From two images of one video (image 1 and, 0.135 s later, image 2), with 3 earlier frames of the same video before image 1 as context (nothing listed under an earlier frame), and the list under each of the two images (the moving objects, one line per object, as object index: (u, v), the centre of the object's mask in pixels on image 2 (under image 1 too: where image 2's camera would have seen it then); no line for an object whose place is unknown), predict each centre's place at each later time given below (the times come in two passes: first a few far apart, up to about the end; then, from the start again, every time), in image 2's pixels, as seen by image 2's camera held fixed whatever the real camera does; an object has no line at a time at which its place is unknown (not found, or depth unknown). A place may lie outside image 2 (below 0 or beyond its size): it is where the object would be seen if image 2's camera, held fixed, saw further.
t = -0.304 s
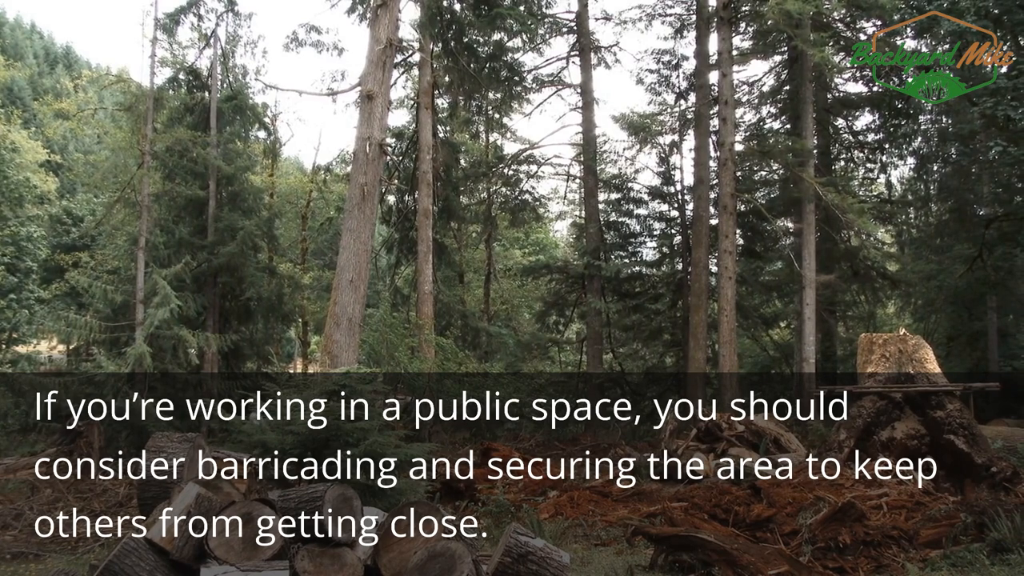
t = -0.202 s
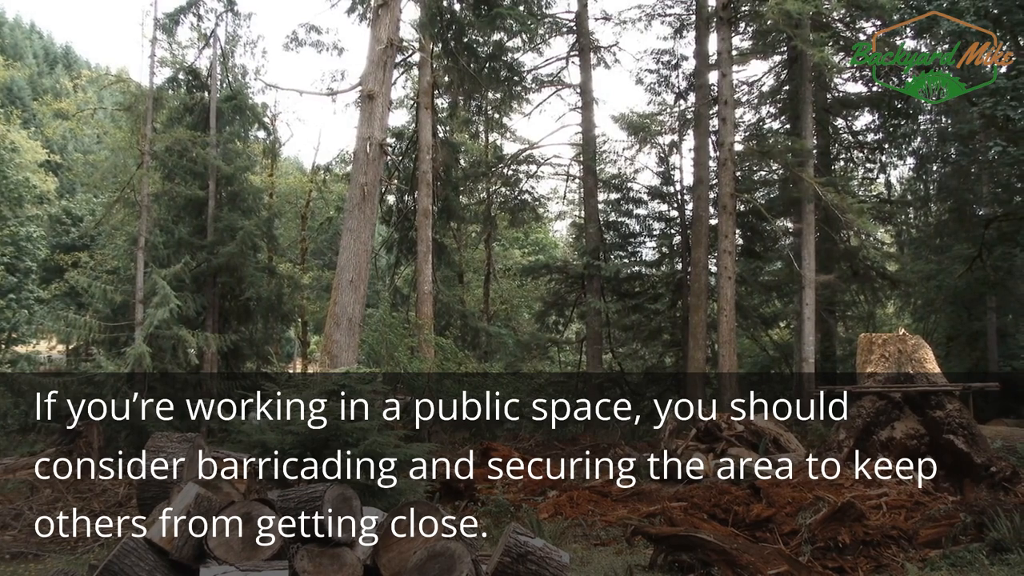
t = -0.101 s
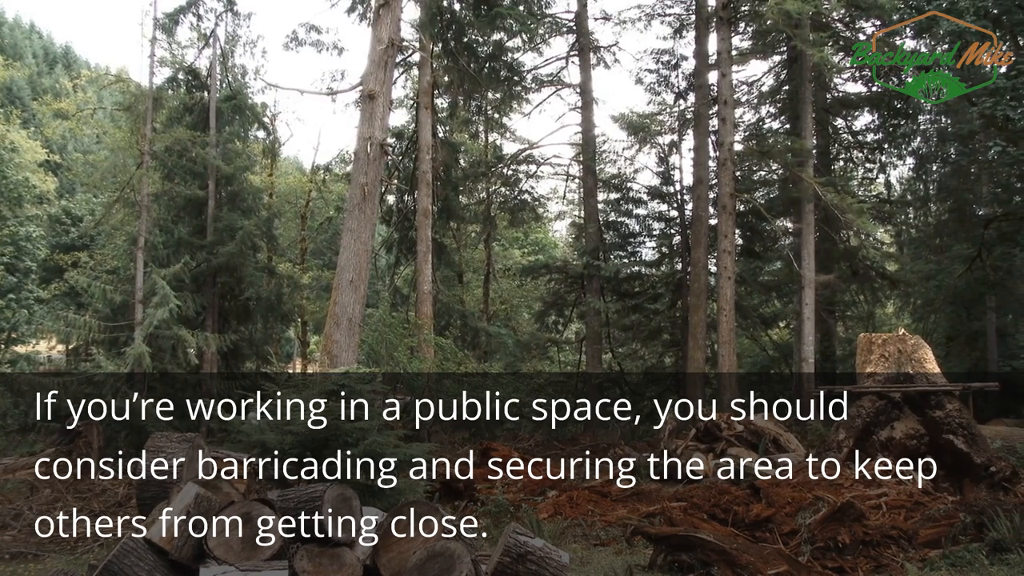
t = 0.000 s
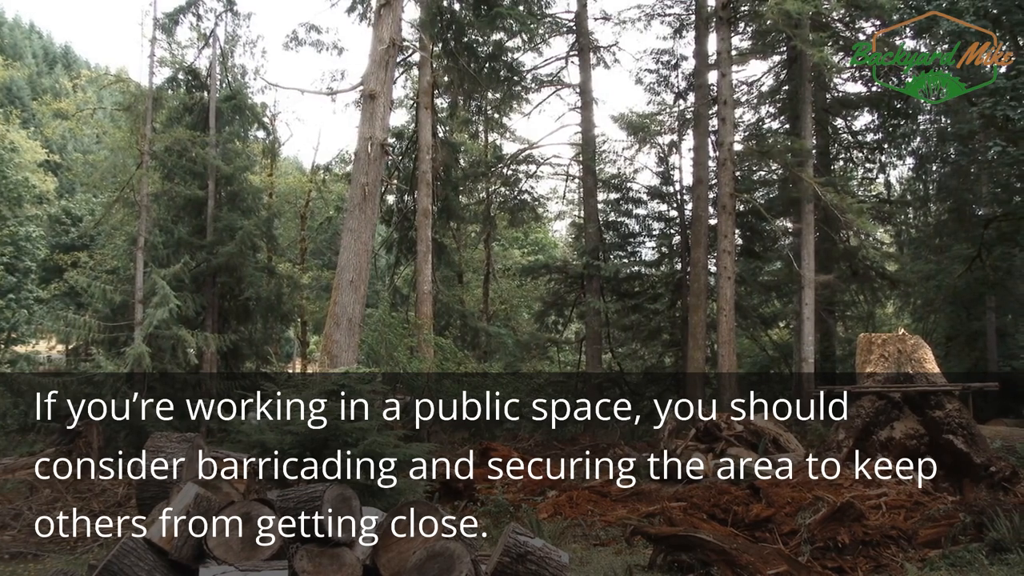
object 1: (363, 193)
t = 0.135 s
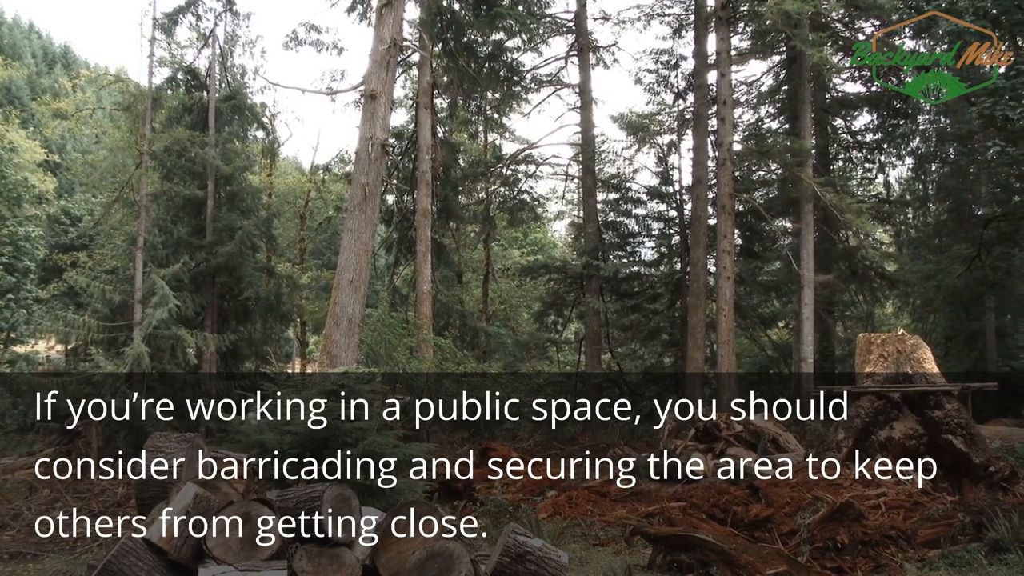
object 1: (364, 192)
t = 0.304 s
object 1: (366, 192)
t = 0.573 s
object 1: (369, 192)
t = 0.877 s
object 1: (373, 191)
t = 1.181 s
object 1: (377, 192)
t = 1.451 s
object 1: (382, 191)
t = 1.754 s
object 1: (389, 190)
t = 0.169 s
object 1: (364, 192)
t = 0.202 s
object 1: (365, 192)
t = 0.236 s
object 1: (365, 192)
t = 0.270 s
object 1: (365, 192)
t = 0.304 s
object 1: (366, 192)
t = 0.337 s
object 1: (366, 192)
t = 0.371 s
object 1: (366, 192)
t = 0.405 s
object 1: (367, 192)
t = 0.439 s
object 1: (367, 192)
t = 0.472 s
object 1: (368, 192)
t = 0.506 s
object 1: (368, 192)
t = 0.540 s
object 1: (368, 192)
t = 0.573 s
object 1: (369, 192)
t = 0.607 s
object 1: (369, 192)
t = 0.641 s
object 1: (370, 192)
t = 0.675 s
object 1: (370, 191)
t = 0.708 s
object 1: (371, 191)
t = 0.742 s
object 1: (371, 191)
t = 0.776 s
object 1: (372, 191)
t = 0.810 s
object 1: (372, 191)
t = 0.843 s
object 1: (373, 191)
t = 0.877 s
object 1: (373, 191)
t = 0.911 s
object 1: (374, 191)
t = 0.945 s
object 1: (374, 191)
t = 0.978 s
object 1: (375, 191)
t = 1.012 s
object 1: (375, 191)
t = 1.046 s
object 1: (376, 191)
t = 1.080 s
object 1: (376, 191)
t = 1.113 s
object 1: (376, 192)
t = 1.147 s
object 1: (377, 192)
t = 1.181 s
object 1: (377, 192)
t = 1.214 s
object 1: (378, 192)
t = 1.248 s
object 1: (379, 191)
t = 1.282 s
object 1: (379, 191)
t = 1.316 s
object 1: (380, 191)
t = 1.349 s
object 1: (381, 190)
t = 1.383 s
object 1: (381, 192)
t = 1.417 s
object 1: (382, 189)
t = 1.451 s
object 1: (382, 191)
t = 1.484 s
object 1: (382, 191)
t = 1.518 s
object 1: (383, 192)
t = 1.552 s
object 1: (384, 192)
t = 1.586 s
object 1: (384, 192)
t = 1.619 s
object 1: (385, 192)
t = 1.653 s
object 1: (386, 190)
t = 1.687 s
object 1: (387, 190)
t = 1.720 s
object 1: (388, 190)
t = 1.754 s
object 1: (389, 190)
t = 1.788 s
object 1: (390, 190)
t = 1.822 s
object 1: (391, 189)
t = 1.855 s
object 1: (392, 189)
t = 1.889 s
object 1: (393, 188)
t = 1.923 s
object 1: (394, 187)
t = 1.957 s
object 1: (395, 186)
